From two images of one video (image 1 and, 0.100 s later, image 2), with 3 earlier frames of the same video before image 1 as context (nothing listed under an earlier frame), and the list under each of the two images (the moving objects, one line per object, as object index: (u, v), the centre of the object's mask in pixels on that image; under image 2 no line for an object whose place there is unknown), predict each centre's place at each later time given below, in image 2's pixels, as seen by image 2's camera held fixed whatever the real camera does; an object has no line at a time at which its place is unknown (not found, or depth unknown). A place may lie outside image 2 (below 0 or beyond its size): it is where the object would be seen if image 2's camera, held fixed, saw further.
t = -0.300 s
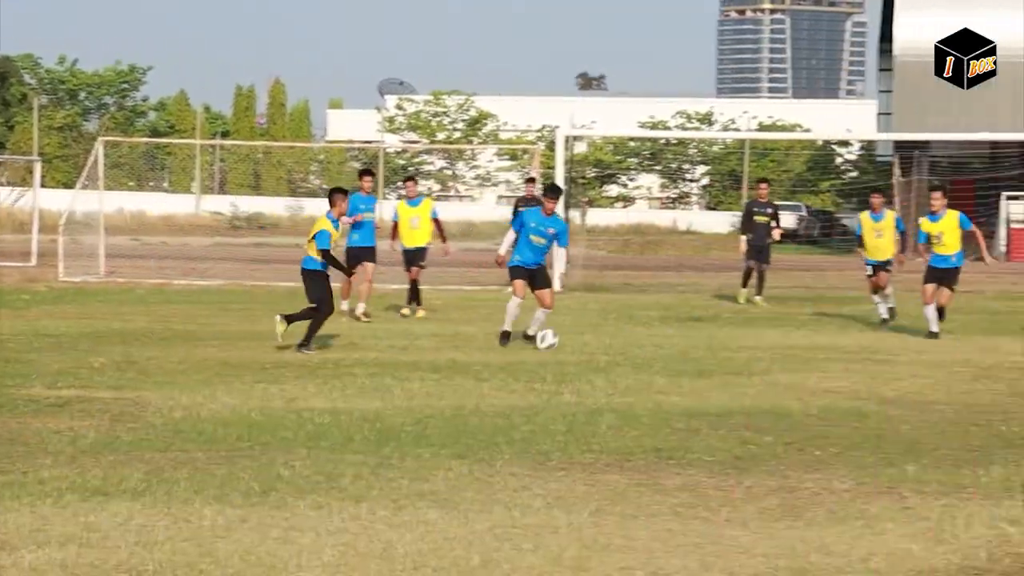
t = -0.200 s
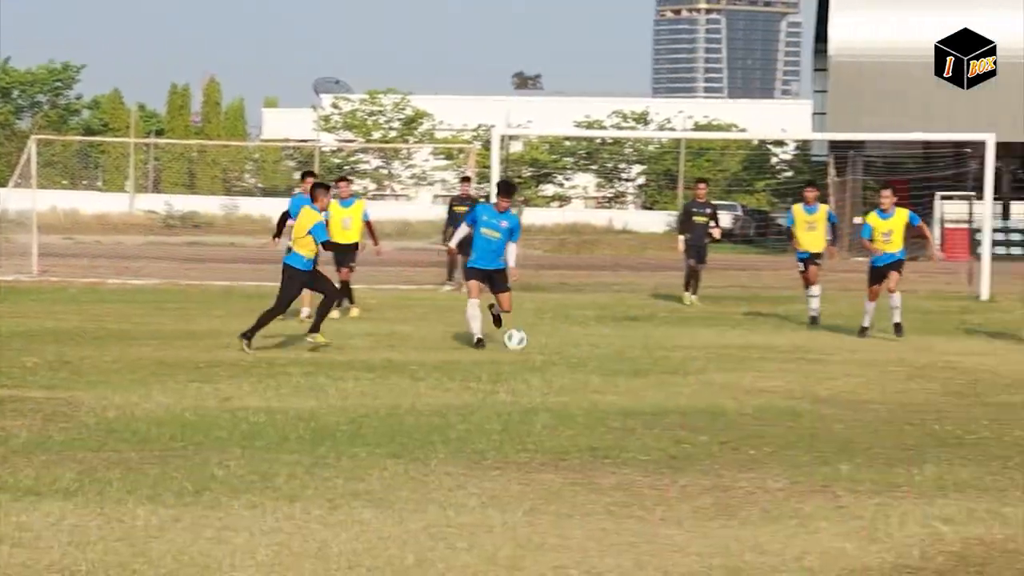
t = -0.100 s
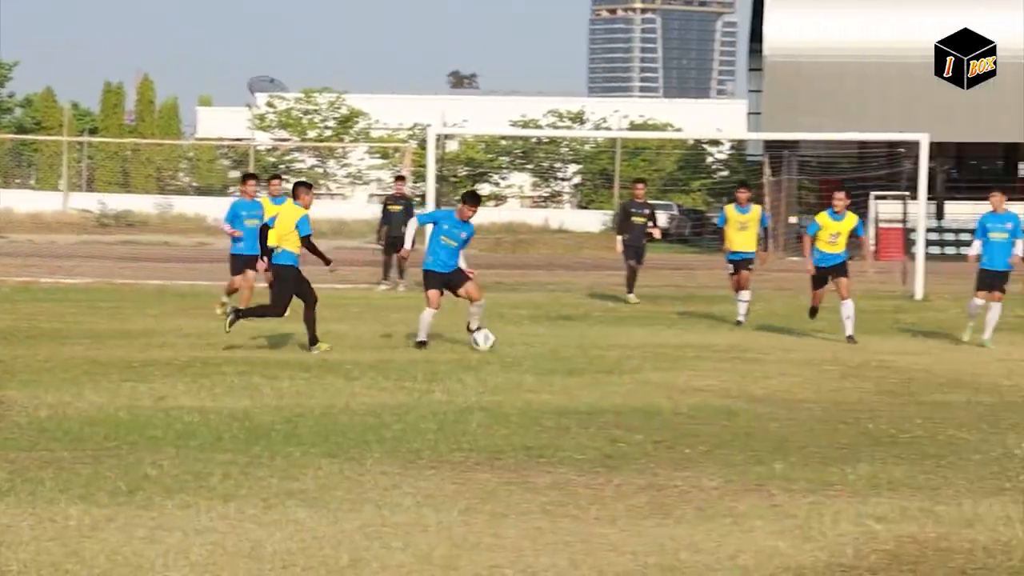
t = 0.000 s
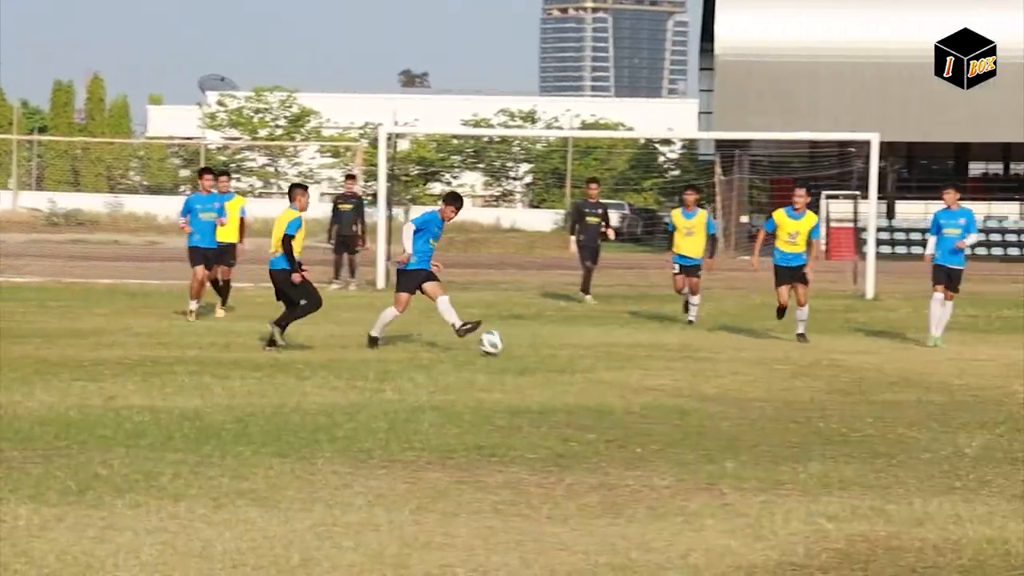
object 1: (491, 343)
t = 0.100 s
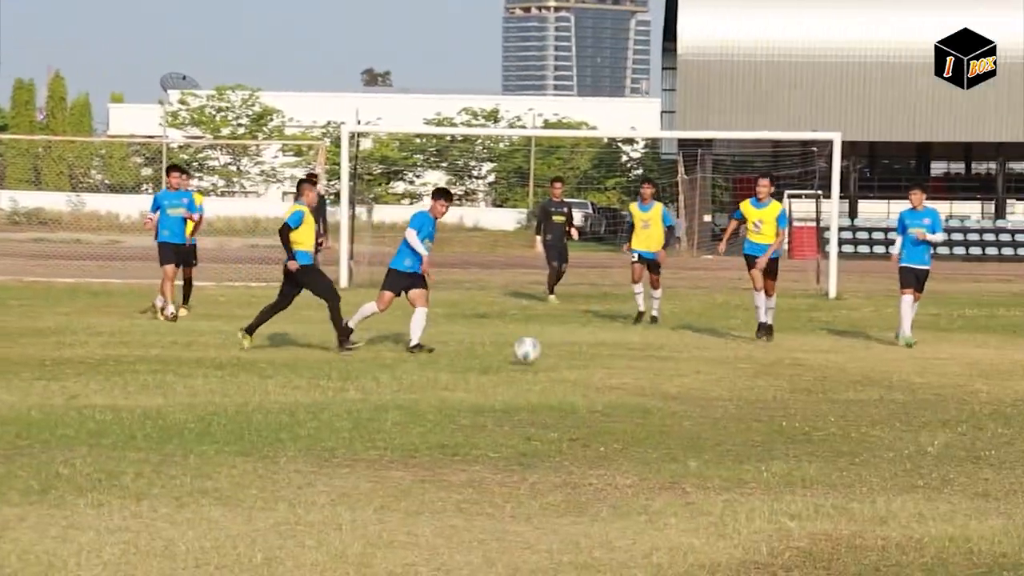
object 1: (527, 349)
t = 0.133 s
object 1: (552, 356)
